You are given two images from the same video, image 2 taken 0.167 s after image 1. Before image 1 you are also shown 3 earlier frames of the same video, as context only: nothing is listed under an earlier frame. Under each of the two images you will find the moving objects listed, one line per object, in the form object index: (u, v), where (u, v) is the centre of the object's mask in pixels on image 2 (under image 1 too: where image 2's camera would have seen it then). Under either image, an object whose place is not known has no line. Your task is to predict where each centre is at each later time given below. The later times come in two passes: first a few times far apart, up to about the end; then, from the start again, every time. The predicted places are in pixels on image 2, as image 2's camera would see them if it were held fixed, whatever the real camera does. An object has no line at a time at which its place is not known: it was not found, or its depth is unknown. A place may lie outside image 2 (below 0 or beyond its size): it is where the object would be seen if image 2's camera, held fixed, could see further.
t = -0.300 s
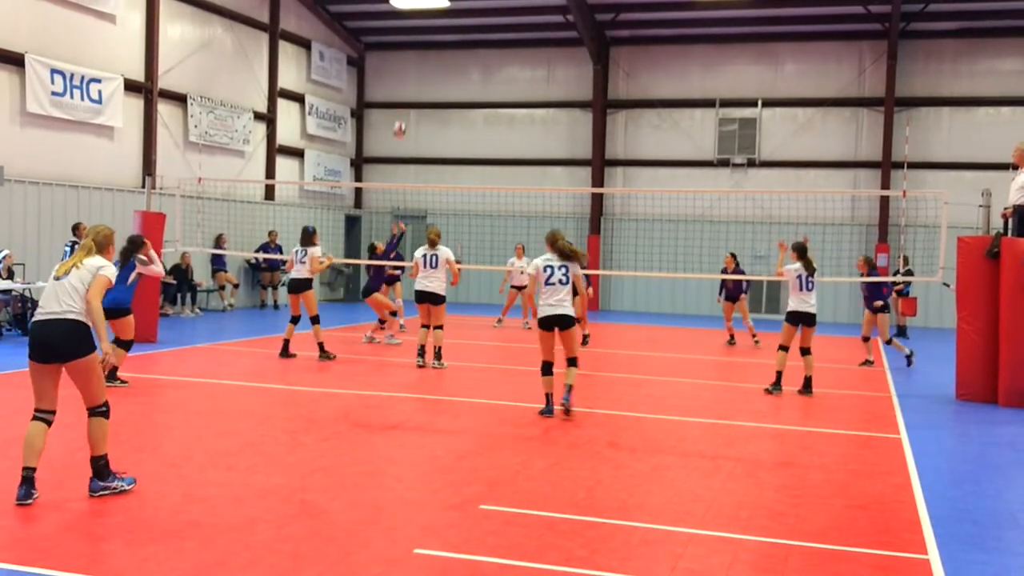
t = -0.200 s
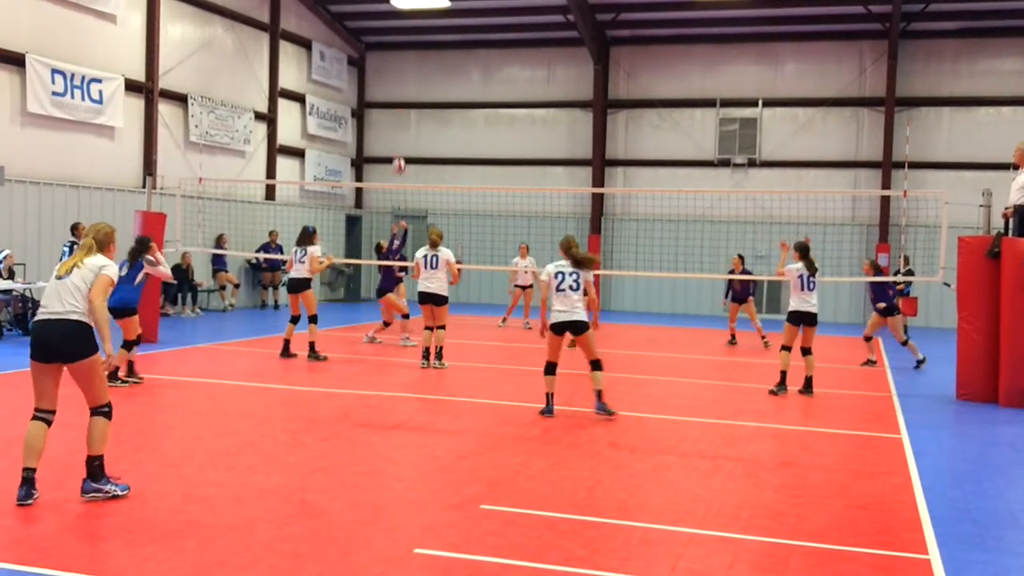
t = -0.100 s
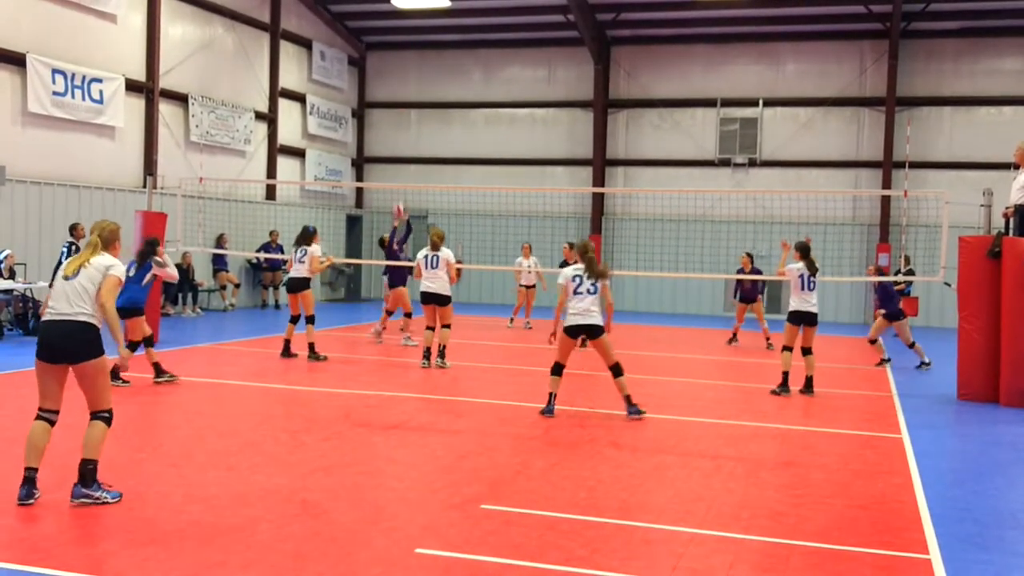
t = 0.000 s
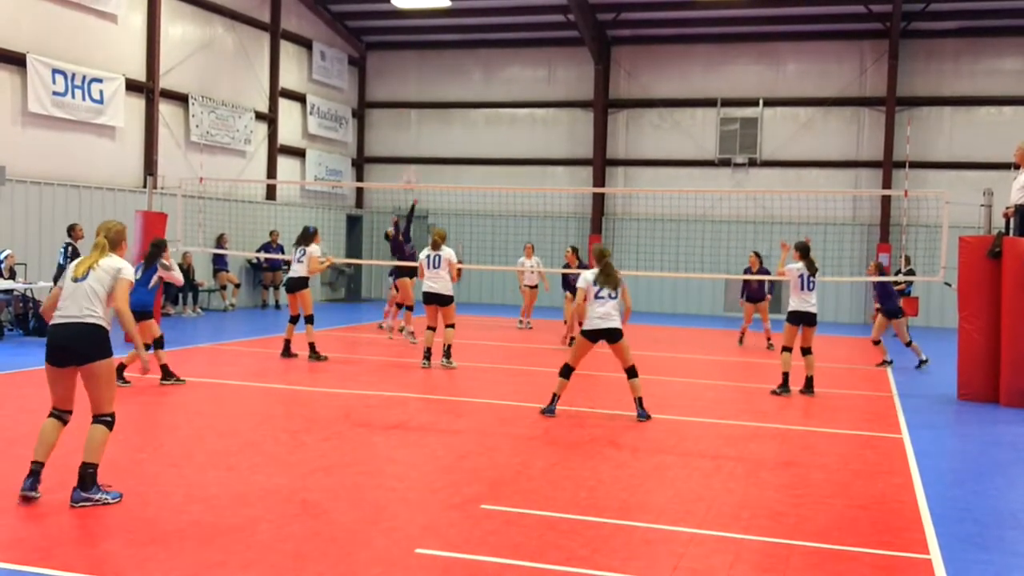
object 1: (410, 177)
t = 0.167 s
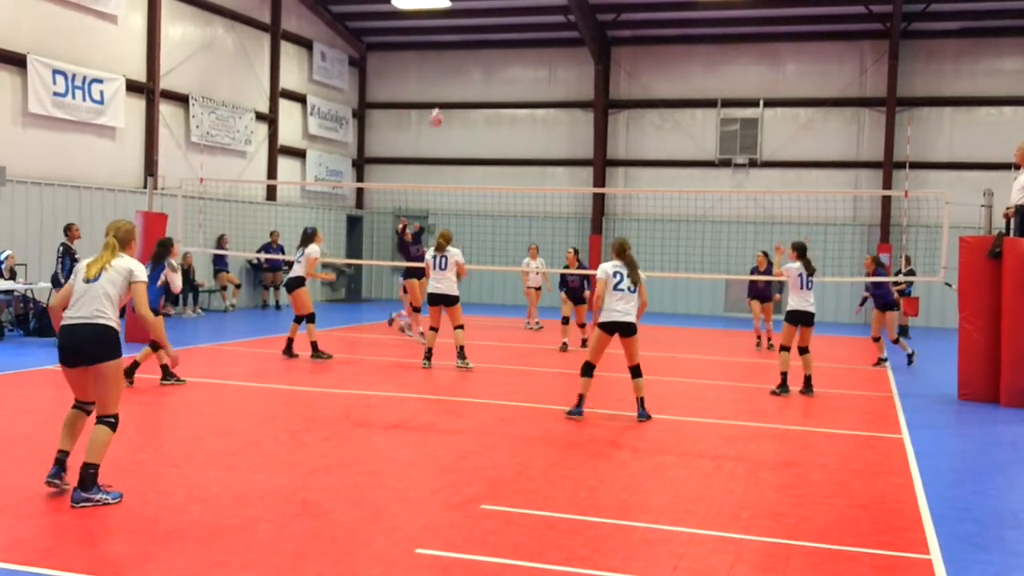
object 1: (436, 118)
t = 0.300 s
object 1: (459, 75)
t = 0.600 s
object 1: (516, 24)
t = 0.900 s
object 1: (587, 57)
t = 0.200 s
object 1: (441, 106)
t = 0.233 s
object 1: (446, 96)
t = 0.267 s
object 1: (453, 84)
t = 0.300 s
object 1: (459, 75)
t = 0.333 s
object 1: (464, 66)
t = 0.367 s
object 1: (470, 58)
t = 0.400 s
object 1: (476, 51)
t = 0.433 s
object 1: (482, 44)
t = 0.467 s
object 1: (488, 39)
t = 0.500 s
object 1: (495, 34)
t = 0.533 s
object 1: (502, 30)
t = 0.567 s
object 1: (509, 26)
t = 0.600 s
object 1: (516, 24)
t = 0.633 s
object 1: (523, 24)
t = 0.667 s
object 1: (531, 23)
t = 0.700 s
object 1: (539, 25)
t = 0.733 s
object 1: (546, 27)
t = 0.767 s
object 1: (554, 31)
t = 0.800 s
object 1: (562, 35)
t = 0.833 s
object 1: (569, 41)
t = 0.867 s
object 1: (578, 49)
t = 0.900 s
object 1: (587, 57)
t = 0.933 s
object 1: (596, 69)
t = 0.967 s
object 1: (604, 81)
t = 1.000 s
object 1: (613, 94)
